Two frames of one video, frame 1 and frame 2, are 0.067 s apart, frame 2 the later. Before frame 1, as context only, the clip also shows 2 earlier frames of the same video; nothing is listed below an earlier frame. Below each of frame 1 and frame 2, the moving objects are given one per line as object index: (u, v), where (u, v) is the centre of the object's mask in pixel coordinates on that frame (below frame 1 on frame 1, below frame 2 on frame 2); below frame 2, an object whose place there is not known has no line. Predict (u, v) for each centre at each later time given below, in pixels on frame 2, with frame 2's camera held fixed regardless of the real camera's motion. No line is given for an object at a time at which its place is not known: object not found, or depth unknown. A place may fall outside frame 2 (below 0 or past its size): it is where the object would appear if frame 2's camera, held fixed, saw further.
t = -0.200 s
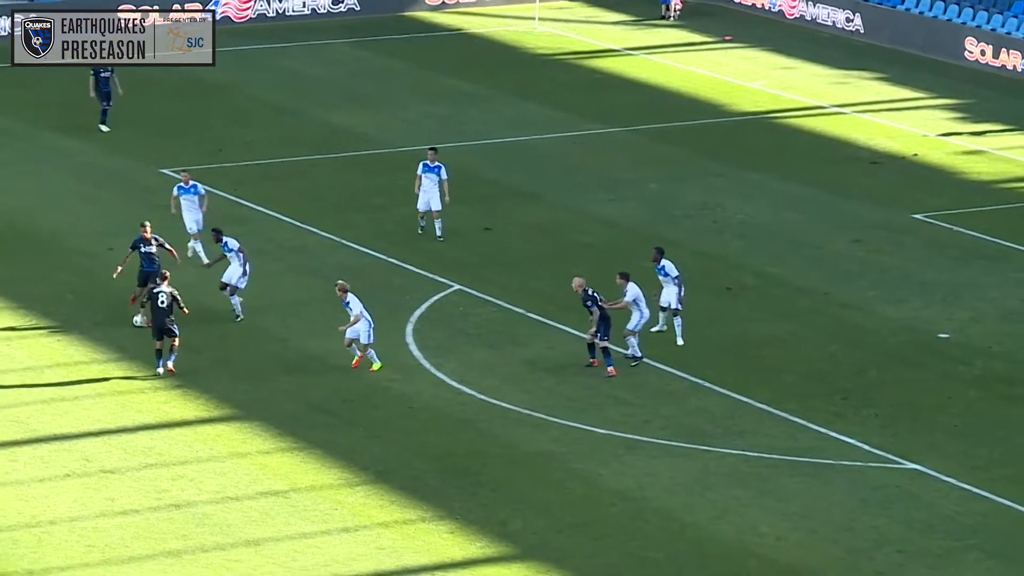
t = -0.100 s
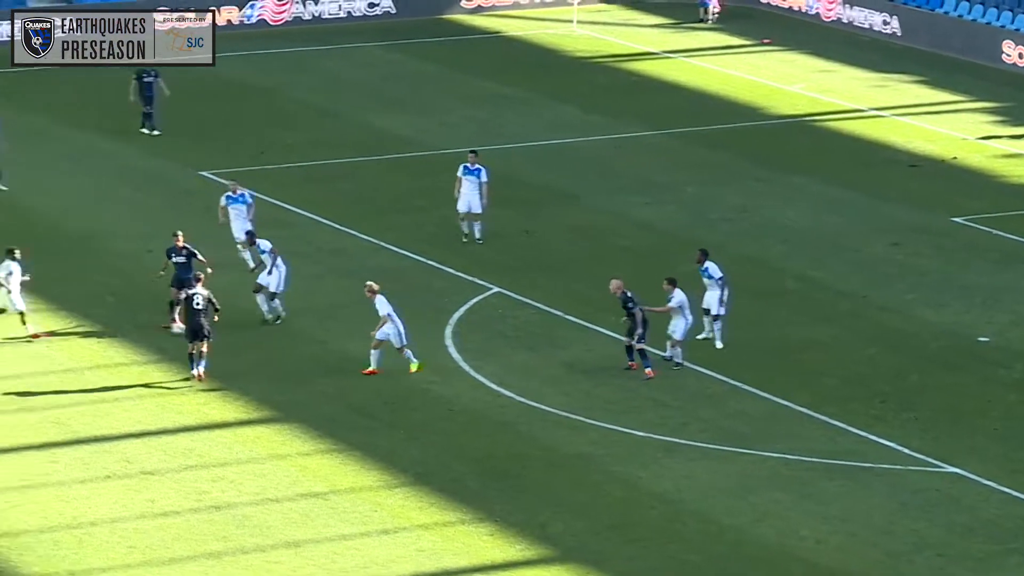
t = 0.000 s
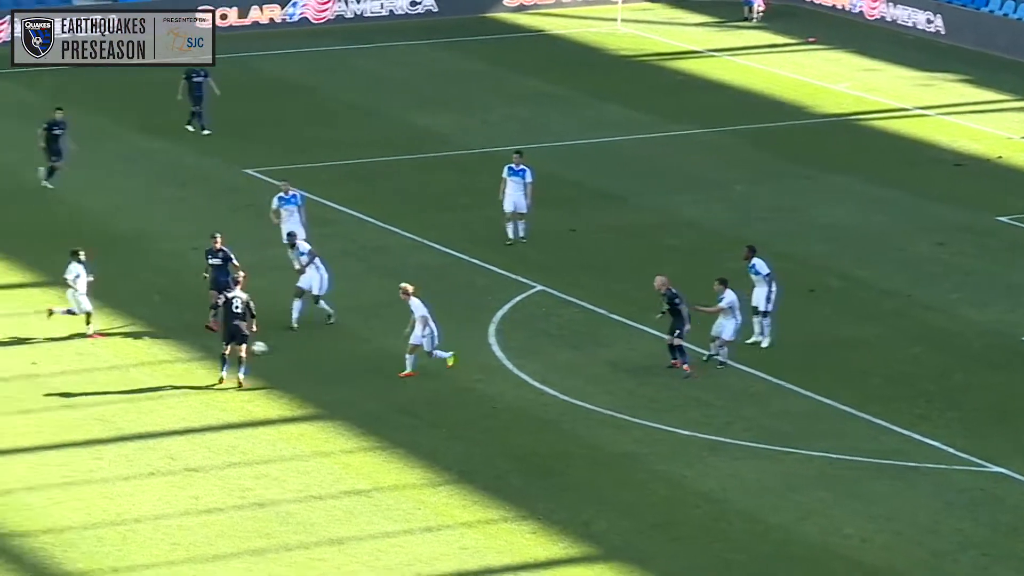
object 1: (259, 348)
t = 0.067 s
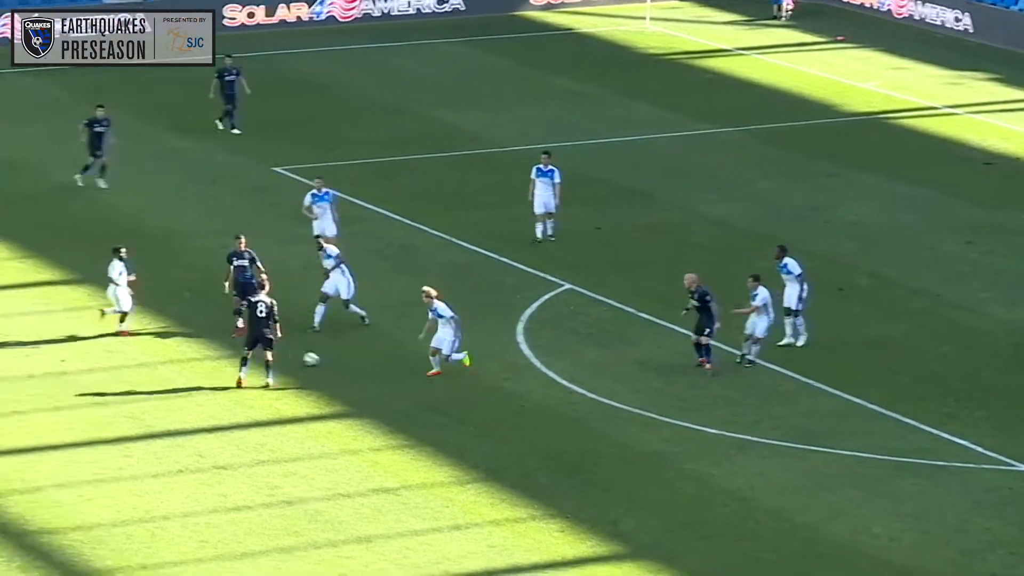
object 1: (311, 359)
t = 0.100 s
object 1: (323, 366)
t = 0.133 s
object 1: (335, 373)
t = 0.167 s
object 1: (347, 380)
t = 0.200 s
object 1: (359, 386)
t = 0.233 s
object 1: (371, 393)
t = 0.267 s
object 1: (382, 399)
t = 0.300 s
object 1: (394, 406)
